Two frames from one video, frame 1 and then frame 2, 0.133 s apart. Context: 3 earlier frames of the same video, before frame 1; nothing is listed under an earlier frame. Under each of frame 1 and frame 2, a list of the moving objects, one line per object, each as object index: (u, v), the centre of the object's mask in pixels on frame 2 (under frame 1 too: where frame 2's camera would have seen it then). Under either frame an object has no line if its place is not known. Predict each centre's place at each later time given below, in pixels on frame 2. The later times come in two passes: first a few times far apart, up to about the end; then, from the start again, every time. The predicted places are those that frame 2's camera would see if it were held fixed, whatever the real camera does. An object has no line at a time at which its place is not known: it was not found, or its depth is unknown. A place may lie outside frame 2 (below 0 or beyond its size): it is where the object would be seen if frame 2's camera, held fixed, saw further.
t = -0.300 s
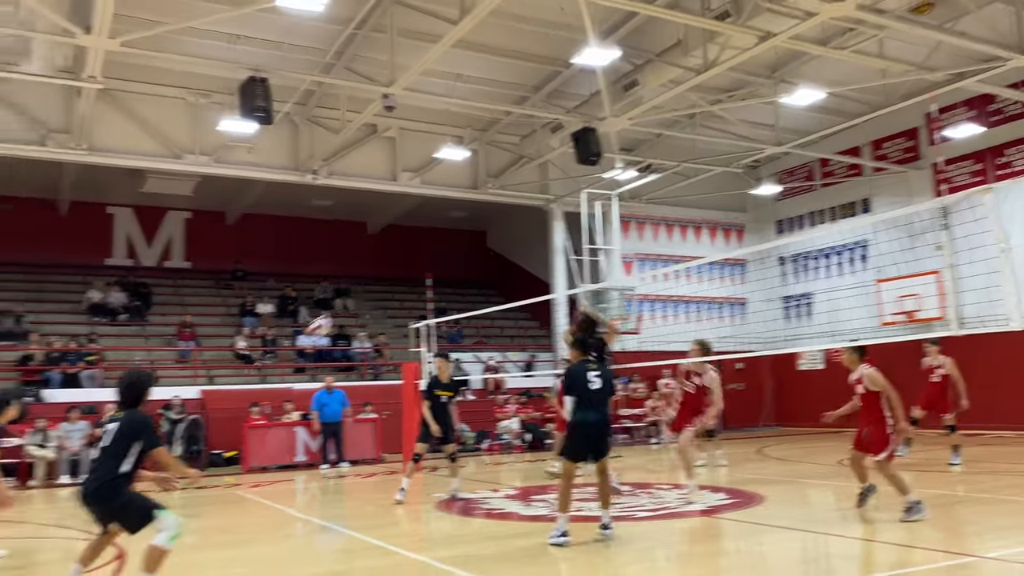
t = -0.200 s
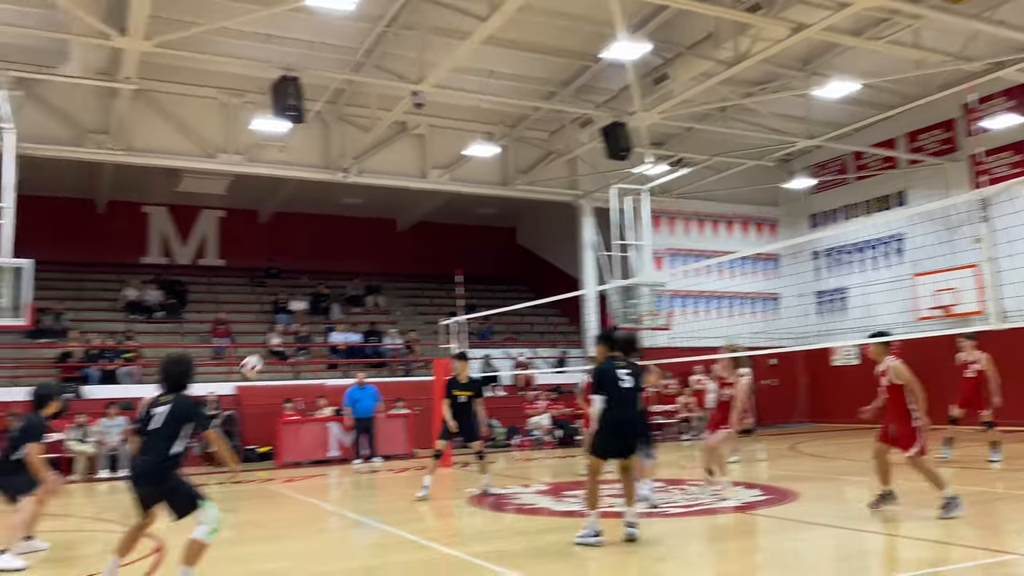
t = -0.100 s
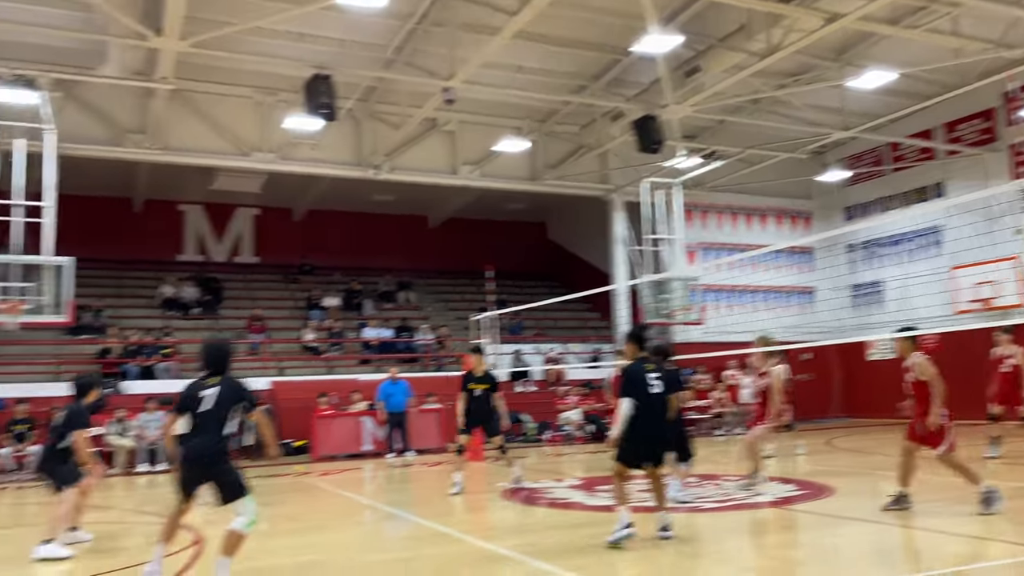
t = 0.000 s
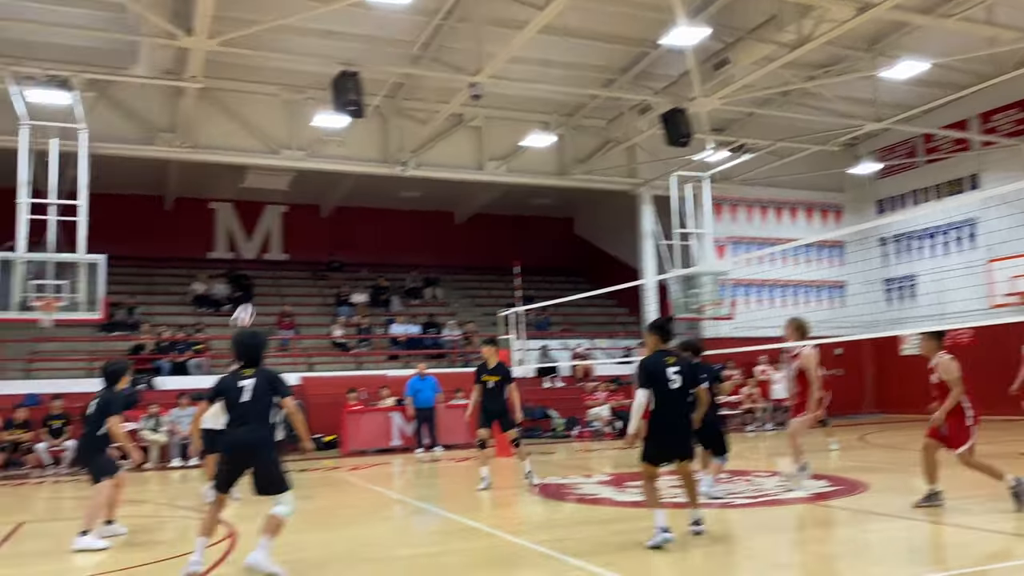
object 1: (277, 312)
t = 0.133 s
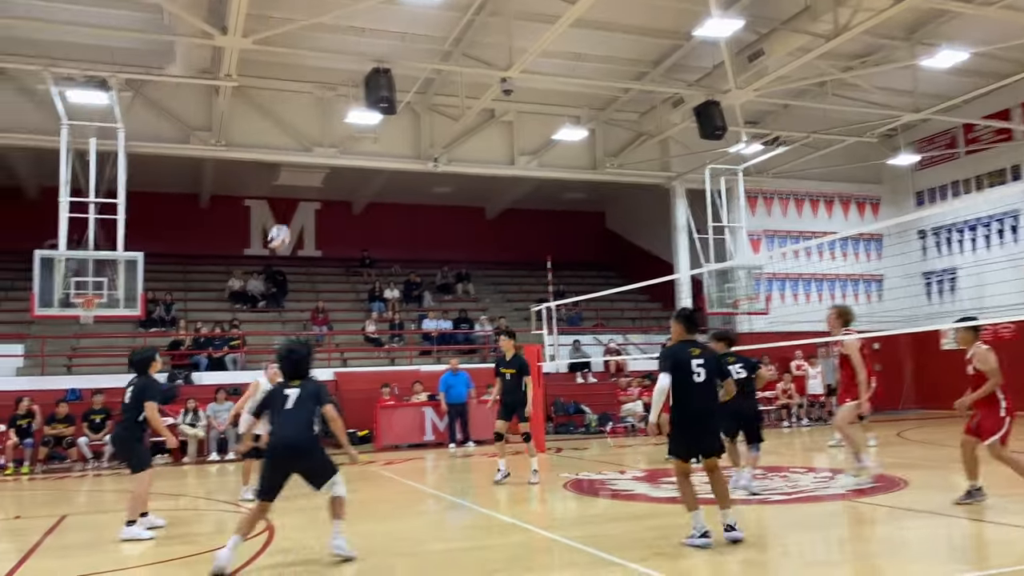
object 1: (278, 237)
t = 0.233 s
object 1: (278, 188)
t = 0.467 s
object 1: (271, 96)
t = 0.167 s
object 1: (279, 220)
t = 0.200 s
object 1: (278, 203)
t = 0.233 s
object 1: (278, 188)
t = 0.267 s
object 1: (277, 173)
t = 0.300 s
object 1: (277, 157)
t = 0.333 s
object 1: (276, 143)
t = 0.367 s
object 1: (275, 130)
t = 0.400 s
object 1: (274, 117)
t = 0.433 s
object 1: (273, 107)
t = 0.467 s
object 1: (271, 96)
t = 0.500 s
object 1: (271, 86)
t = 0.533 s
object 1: (269, 77)
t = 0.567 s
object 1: (268, 69)
